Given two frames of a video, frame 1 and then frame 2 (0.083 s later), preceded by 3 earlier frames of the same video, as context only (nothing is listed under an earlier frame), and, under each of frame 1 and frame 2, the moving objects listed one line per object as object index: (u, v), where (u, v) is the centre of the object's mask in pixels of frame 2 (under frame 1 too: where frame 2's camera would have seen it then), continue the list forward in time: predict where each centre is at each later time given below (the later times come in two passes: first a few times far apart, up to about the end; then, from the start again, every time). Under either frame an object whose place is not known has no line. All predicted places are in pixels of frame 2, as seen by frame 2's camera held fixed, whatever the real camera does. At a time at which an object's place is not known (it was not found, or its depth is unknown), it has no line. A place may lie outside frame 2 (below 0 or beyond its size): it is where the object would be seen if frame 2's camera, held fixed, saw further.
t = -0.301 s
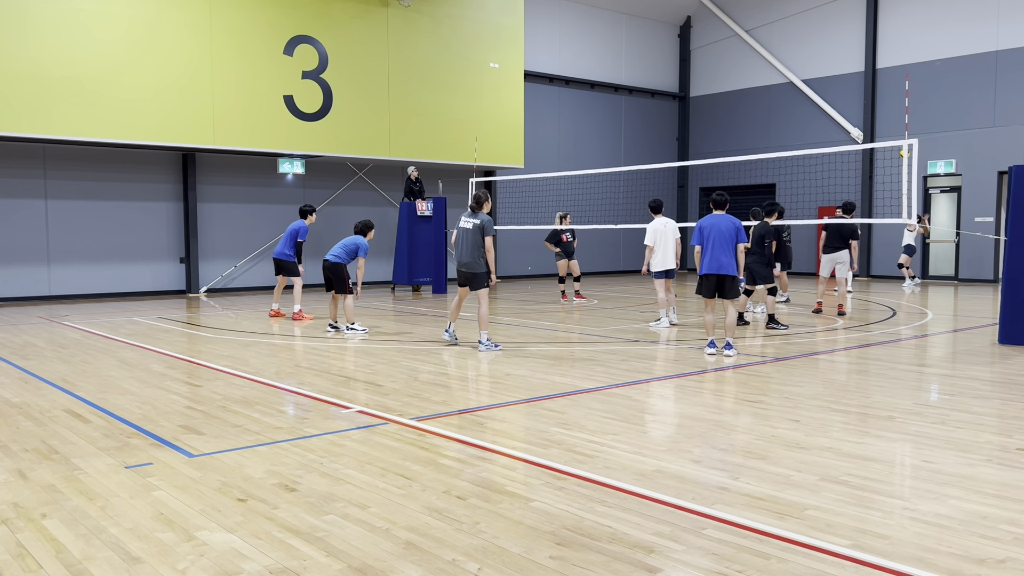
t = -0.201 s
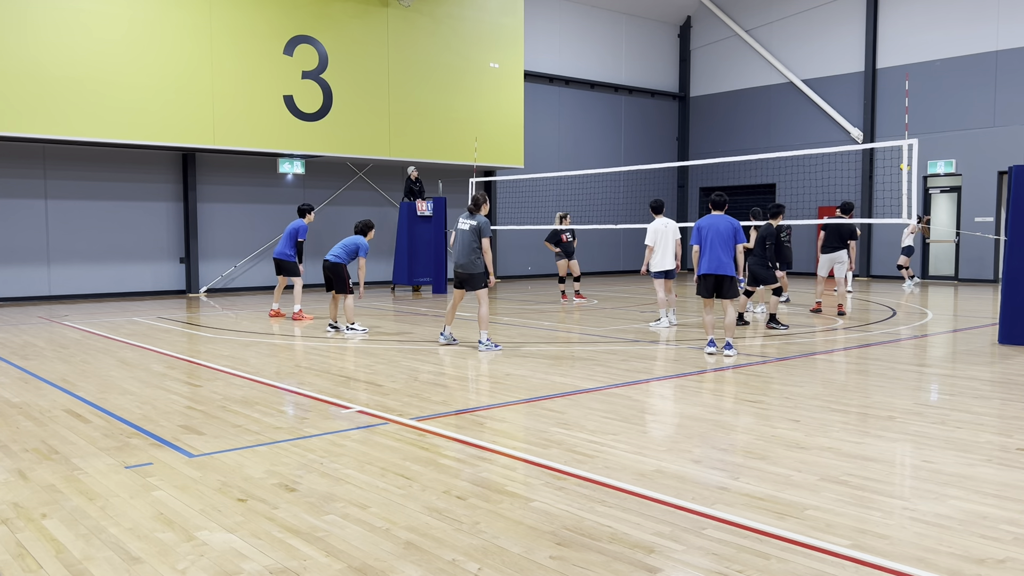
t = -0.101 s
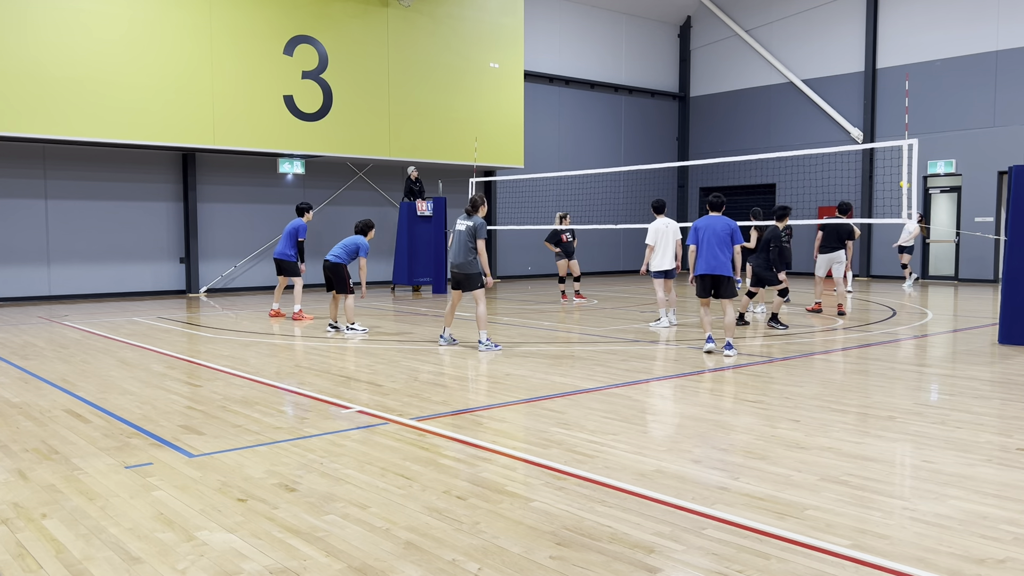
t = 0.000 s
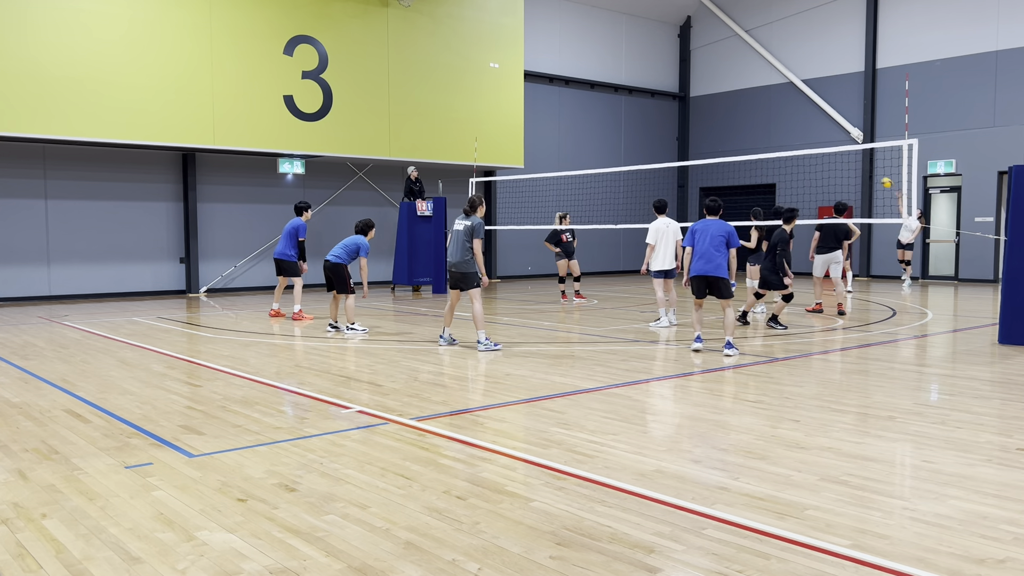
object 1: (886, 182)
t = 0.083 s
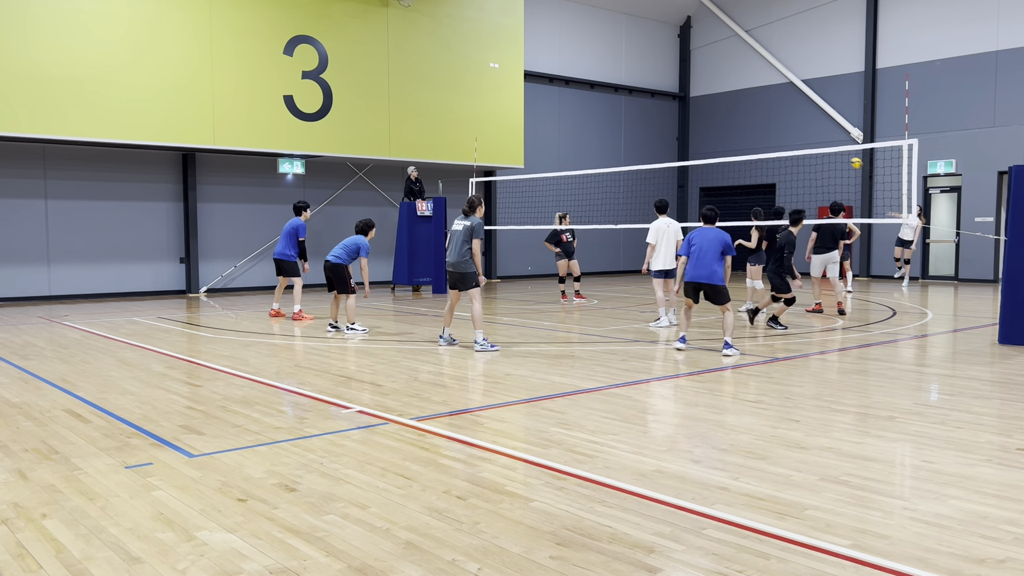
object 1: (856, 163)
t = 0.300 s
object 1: (770, 124)
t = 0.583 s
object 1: (641, 106)
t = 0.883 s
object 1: (478, 138)
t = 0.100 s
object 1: (850, 159)
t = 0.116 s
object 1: (844, 156)
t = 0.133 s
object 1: (838, 154)
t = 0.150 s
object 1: (831, 147)
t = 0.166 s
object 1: (824, 144)
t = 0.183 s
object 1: (818, 142)
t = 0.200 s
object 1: (811, 139)
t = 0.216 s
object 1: (804, 137)
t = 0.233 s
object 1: (798, 134)
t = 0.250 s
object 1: (791, 131)
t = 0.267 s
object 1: (784, 129)
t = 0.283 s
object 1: (777, 126)
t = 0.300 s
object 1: (770, 124)
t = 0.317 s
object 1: (763, 122)
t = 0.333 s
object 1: (756, 120)
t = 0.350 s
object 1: (749, 118)
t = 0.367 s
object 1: (741, 116)
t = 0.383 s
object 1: (734, 115)
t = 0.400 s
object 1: (727, 113)
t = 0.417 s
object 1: (719, 112)
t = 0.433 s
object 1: (712, 110)
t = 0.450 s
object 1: (704, 109)
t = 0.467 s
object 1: (697, 108)
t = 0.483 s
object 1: (689, 108)
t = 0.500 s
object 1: (681, 107)
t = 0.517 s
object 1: (673, 107)
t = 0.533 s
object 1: (665, 106)
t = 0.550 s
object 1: (657, 106)
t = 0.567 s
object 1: (649, 106)
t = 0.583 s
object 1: (641, 106)
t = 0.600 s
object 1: (632, 106)
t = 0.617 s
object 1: (624, 107)
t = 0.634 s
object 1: (616, 108)
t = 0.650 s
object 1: (607, 108)
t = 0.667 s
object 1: (599, 109)
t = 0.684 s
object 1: (590, 110)
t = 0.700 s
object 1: (581, 112)
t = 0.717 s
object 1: (572, 113)
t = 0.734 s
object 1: (563, 114)
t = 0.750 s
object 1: (554, 116)
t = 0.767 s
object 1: (545, 118)
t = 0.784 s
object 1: (535, 121)
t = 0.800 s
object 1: (527, 123)
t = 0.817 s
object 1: (517, 126)
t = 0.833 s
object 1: (507, 129)
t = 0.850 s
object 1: (498, 131)
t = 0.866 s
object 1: (488, 135)
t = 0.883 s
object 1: (478, 138)
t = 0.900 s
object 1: (468, 141)
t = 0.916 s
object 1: (458, 145)
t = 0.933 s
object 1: (447, 150)
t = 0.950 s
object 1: (437, 154)
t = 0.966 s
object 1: (427, 159)
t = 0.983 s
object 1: (417, 164)
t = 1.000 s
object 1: (405, 169)
